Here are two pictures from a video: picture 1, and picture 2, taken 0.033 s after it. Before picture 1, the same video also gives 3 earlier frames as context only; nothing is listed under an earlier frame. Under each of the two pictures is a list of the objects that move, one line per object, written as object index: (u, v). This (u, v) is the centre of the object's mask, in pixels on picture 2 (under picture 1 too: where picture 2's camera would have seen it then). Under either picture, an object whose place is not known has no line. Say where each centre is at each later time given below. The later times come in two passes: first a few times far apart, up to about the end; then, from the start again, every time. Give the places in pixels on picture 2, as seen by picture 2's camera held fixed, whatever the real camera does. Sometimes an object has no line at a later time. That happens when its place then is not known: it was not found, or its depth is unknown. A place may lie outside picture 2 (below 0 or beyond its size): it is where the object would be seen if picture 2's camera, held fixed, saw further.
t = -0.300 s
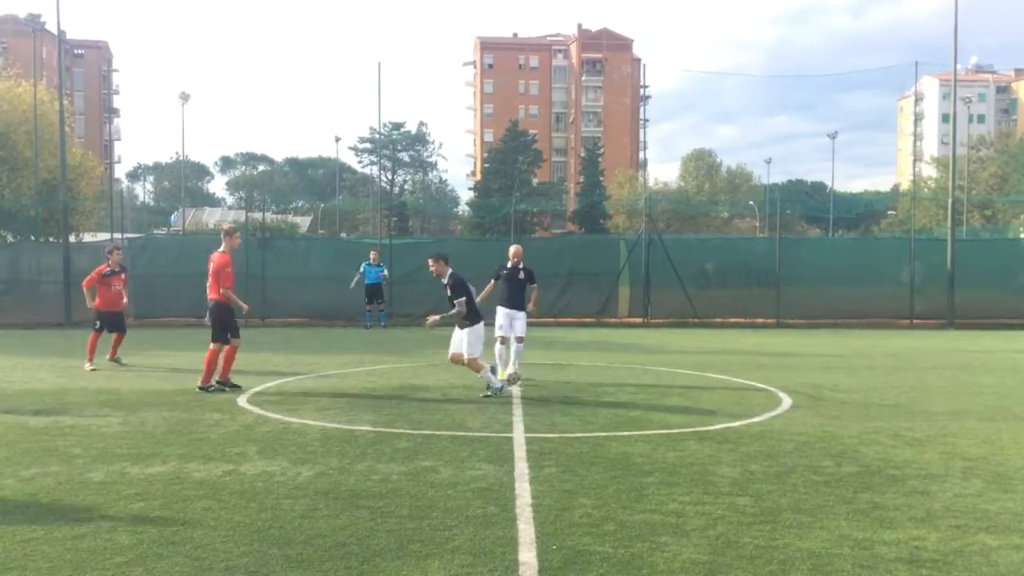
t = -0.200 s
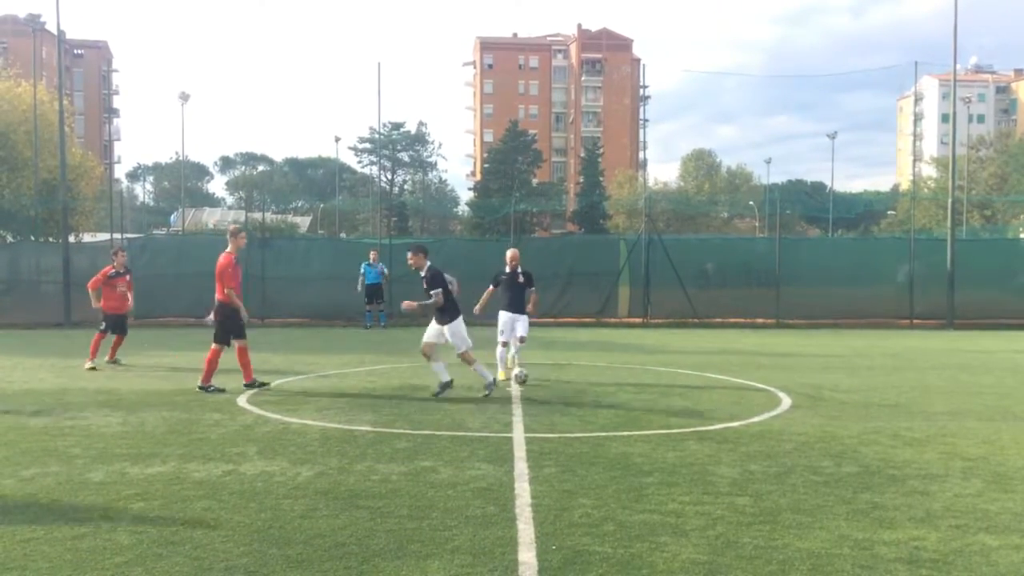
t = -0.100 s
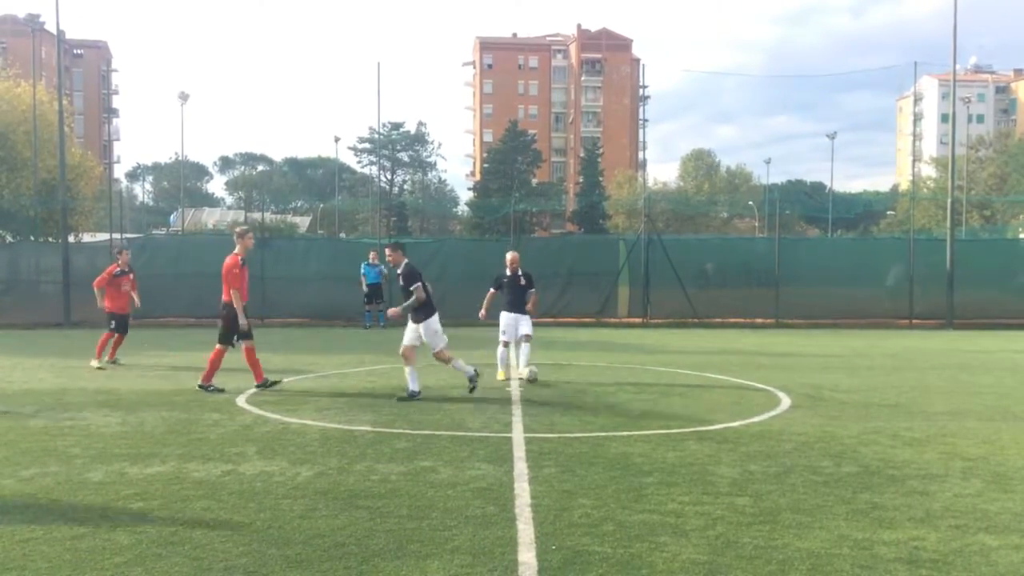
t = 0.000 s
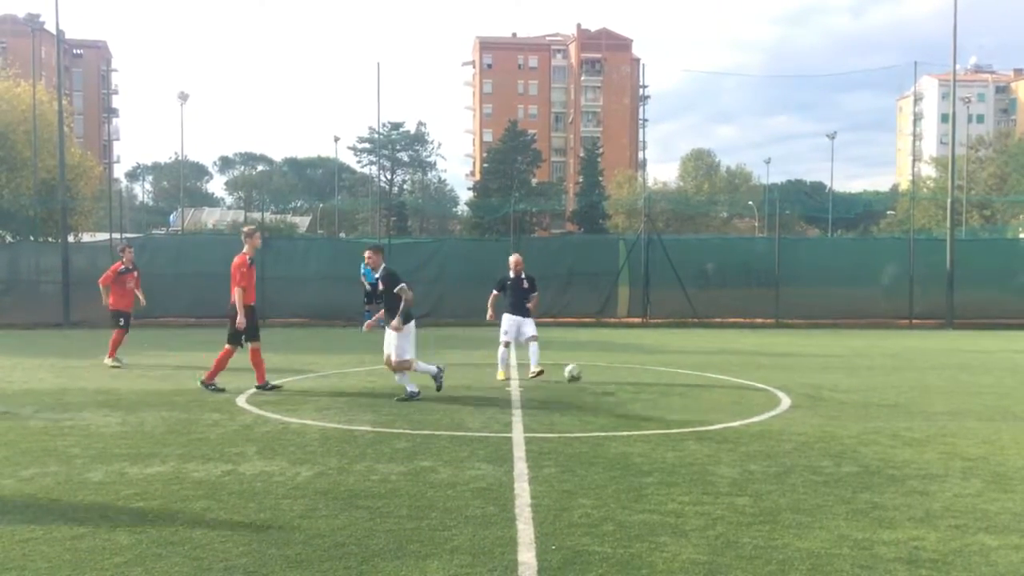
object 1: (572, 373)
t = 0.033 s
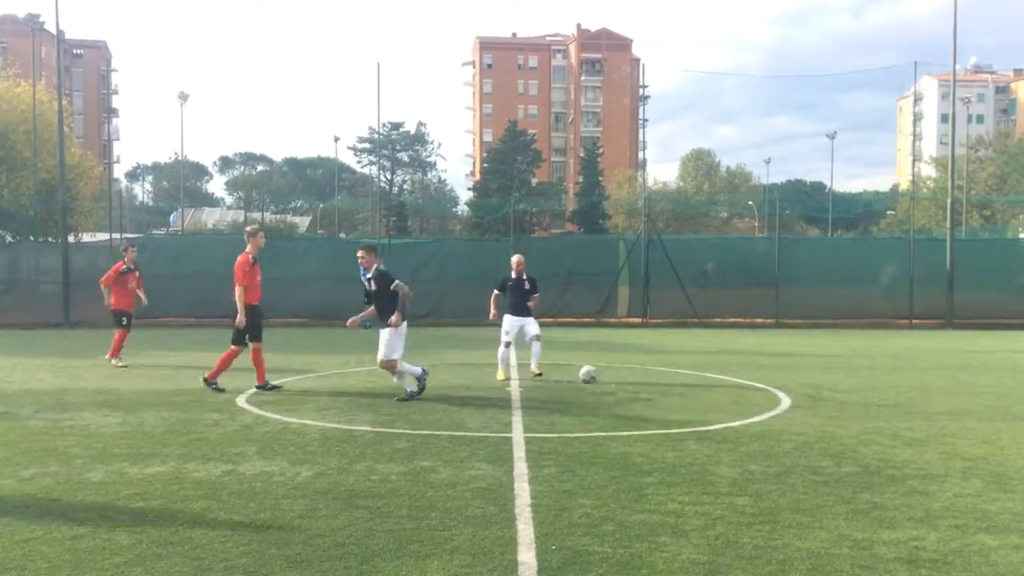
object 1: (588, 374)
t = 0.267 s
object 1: (712, 409)
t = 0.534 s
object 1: (871, 441)
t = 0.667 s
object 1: (962, 458)
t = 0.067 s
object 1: (604, 377)
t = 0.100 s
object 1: (621, 381)
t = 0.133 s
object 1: (639, 386)
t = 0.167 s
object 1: (656, 393)
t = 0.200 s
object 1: (676, 402)
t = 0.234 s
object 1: (695, 408)
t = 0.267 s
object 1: (712, 409)
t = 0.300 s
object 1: (731, 412)
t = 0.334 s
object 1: (751, 417)
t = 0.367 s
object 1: (770, 422)
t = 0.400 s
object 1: (789, 426)
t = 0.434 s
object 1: (810, 429)
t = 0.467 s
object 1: (830, 433)
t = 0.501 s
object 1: (850, 437)
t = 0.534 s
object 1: (871, 441)
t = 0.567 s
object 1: (893, 445)
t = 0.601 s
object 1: (915, 449)
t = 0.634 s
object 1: (937, 453)
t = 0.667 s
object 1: (962, 458)
